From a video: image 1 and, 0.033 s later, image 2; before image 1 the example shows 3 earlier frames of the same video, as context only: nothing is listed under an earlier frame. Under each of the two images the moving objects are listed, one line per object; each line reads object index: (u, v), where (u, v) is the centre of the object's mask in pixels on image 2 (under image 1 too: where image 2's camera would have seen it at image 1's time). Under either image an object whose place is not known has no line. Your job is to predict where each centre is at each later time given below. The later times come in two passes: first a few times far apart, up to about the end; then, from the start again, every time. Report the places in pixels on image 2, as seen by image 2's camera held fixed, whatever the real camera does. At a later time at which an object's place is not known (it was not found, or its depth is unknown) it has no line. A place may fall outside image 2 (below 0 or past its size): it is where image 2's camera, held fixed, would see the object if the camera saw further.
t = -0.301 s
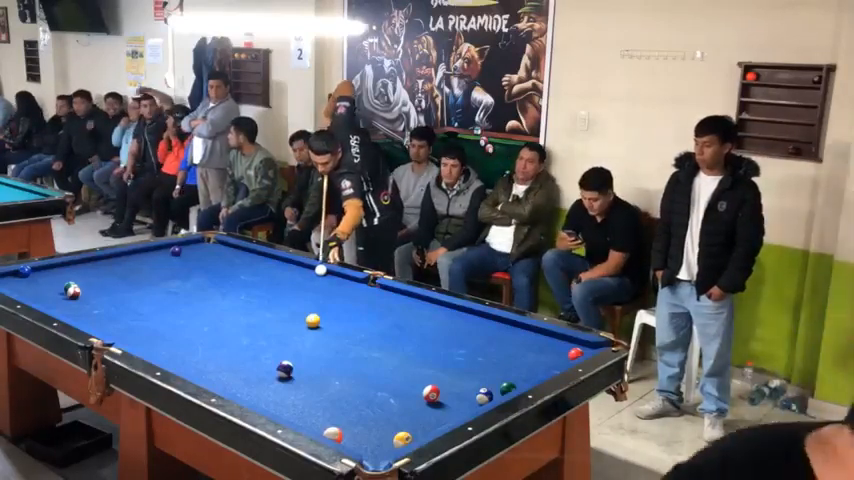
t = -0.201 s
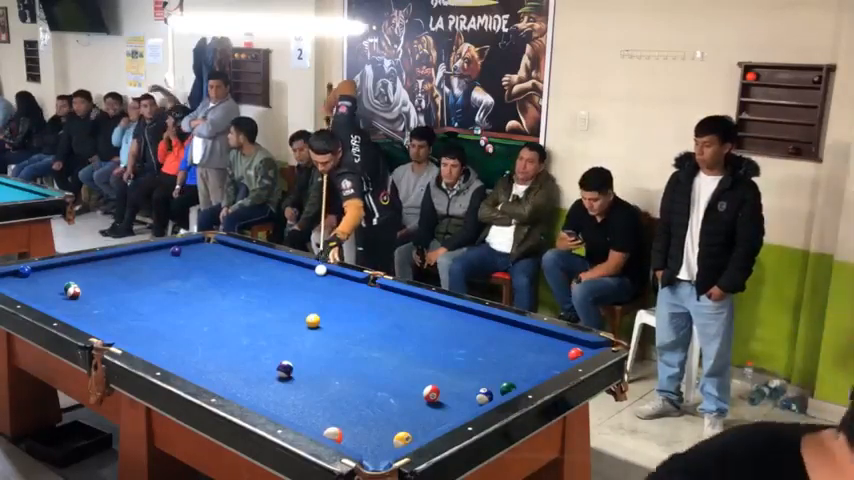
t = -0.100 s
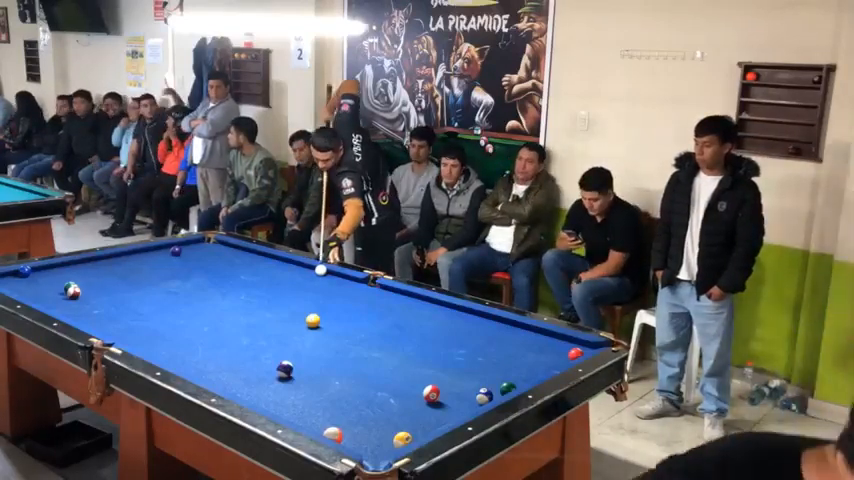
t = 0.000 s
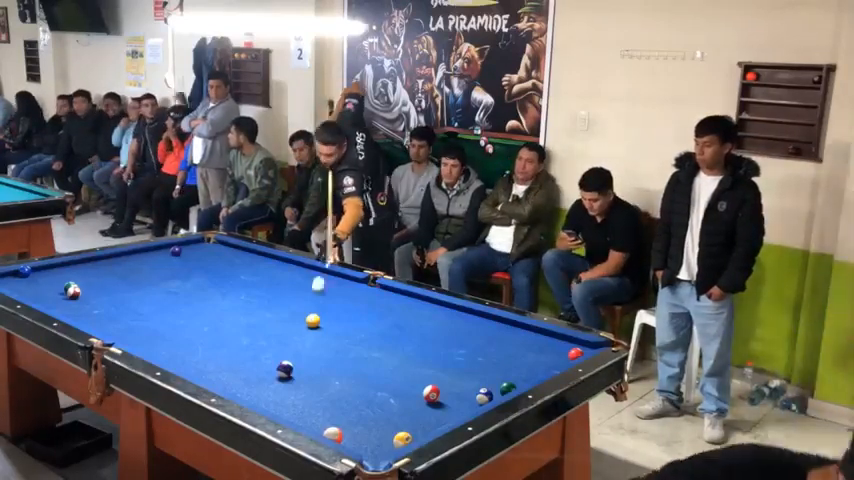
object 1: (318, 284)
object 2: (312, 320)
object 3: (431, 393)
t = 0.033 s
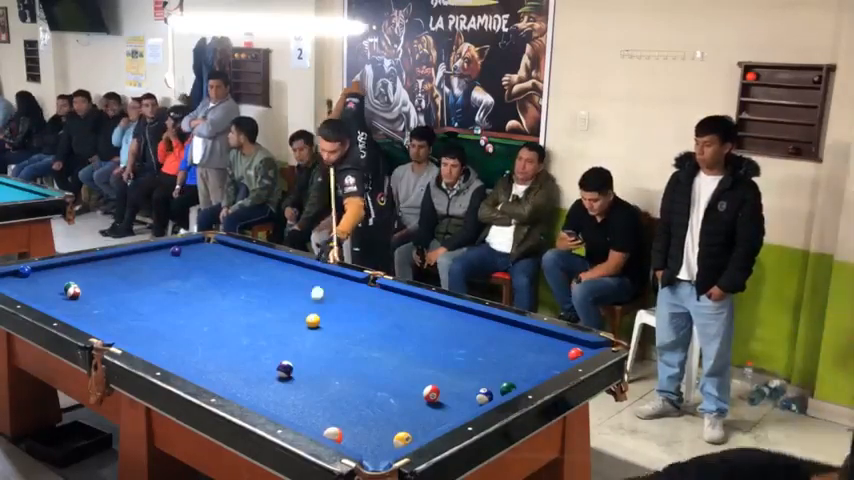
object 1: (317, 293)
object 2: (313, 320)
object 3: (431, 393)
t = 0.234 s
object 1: (307, 315)
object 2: (311, 352)
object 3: (431, 393)
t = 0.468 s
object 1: (291, 309)
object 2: (315, 424)
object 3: (431, 393)
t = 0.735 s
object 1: (273, 303)
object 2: (426, 422)
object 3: (431, 393)
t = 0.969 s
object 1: (258, 299)
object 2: (428, 399)
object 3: (435, 381)
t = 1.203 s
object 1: (245, 295)
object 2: (426, 390)
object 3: (441, 362)
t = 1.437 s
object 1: (232, 290)
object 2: (424, 381)
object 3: (445, 346)
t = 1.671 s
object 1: (221, 286)
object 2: (422, 374)
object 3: (450, 331)
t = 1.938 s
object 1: (209, 282)
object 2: (420, 366)
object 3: (454, 317)
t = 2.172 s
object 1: (199, 279)
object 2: (418, 360)
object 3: (454, 308)
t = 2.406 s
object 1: (190, 276)
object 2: (416, 355)
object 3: (435, 309)
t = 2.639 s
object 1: (182, 274)
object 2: (414, 350)
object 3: (417, 309)
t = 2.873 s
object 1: (174, 271)
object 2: (412, 346)
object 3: (399, 311)
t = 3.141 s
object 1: (166, 269)
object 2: (411, 342)
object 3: (380, 313)
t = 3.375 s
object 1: (160, 267)
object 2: (409, 339)
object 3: (364, 314)
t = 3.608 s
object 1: (154, 265)
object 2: (408, 336)
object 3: (349, 315)
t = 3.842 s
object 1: (149, 264)
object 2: (407, 334)
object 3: (334, 316)
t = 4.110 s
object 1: (143, 262)
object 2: (407, 331)
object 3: (318, 317)
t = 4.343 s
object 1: (139, 262)
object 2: (406, 330)
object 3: (305, 318)
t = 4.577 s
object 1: (135, 261)
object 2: (405, 328)
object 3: (294, 319)
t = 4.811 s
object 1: (132, 260)
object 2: (405, 327)
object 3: (282, 320)
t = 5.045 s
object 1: (130, 260)
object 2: (404, 327)
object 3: (272, 321)
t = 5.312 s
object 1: (128, 259)
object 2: (404, 327)
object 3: (261, 321)
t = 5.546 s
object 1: (126, 259)
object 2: (404, 327)
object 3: (253, 322)
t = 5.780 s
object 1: (126, 259)
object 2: (404, 327)
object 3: (245, 323)
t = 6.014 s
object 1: (126, 259)
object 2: (404, 327)
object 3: (239, 322)
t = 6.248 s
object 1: (127, 259)
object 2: (404, 327)
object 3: (233, 323)
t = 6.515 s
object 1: (127, 259)
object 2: (404, 327)
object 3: (229, 323)
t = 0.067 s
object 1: (316, 301)
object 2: (312, 320)
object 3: (431, 393)
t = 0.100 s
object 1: (314, 308)
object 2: (313, 320)
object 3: (431, 393)
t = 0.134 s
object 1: (313, 314)
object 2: (312, 325)
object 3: (431, 393)
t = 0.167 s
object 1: (311, 315)
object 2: (312, 332)
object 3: (431, 393)
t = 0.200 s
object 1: (309, 315)
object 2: (311, 341)
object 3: (431, 393)
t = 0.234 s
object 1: (307, 315)
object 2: (311, 352)
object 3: (431, 393)
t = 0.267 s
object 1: (305, 314)
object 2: (311, 362)
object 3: (431, 393)
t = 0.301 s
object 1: (303, 313)
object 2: (310, 372)
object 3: (431, 393)
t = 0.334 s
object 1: (300, 312)
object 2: (310, 384)
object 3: (431, 393)
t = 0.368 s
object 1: (298, 312)
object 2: (309, 395)
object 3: (431, 393)
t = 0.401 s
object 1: (295, 311)
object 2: (309, 407)
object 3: (431, 393)
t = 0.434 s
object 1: (293, 310)
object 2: (308, 417)
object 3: (431, 393)
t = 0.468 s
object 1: (291, 309)
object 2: (315, 424)
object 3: (431, 393)
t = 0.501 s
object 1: (288, 308)
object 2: (332, 423)
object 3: (431, 393)
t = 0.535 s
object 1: (286, 308)
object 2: (352, 426)
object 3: (431, 393)
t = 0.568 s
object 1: (284, 307)
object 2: (368, 427)
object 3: (431, 393)
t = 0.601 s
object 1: (282, 307)
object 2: (384, 428)
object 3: (431, 393)
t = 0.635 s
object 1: (279, 306)
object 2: (400, 426)
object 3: (431, 393)
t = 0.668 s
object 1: (277, 305)
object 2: (417, 429)
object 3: (431, 393)
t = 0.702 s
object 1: (275, 304)
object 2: (426, 427)
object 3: (431, 393)
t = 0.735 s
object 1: (273, 303)
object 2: (426, 422)
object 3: (431, 393)
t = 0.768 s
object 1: (271, 303)
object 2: (427, 416)
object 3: (431, 393)
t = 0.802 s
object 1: (268, 302)
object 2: (428, 411)
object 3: (431, 392)
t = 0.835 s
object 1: (267, 301)
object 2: (429, 406)
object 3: (431, 391)
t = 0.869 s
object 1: (264, 301)
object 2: (429, 401)
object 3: (432, 389)
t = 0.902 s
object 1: (262, 300)
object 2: (429, 400)
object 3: (433, 386)
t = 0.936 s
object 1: (260, 299)
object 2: (429, 400)
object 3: (434, 384)
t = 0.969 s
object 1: (258, 299)
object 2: (428, 399)
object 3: (435, 381)
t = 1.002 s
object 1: (256, 298)
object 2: (428, 397)
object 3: (435, 379)
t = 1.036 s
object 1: (255, 297)
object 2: (427, 396)
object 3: (437, 376)
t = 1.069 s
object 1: (252, 297)
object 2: (427, 395)
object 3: (438, 372)
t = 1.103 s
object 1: (251, 296)
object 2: (427, 394)
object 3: (438, 370)
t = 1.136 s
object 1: (249, 296)
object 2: (427, 392)
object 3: (439, 368)
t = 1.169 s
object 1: (247, 295)
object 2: (426, 391)
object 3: (440, 364)
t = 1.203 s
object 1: (245, 295)
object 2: (426, 390)
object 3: (441, 362)
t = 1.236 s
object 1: (243, 294)
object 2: (426, 389)
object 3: (441, 360)
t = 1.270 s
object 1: (241, 293)
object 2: (425, 387)
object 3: (442, 357)
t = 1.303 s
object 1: (240, 292)
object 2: (425, 386)
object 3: (443, 354)
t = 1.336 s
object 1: (238, 292)
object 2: (425, 385)
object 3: (444, 352)
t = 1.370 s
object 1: (236, 291)
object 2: (424, 384)
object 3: (444, 351)
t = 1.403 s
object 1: (234, 291)
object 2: (424, 383)
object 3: (445, 348)
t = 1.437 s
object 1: (232, 290)
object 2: (424, 381)
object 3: (445, 346)
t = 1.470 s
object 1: (231, 290)
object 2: (424, 380)
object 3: (446, 343)
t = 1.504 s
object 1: (229, 289)
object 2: (423, 379)
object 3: (447, 342)
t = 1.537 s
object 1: (227, 288)
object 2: (423, 378)
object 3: (448, 339)
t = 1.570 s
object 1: (226, 288)
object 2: (423, 377)
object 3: (448, 337)
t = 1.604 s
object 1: (224, 287)
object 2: (423, 376)
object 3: (449, 335)
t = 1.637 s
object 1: (223, 287)
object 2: (422, 375)
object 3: (449, 333)
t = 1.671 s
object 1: (221, 286)
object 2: (422, 374)
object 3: (450, 331)
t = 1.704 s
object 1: (219, 286)
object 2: (422, 373)
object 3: (450, 329)
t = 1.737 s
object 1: (218, 285)
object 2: (422, 372)
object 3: (452, 328)
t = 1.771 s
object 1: (216, 285)
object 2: (421, 371)
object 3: (452, 326)
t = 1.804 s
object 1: (215, 284)
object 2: (421, 370)
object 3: (452, 324)
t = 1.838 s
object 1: (213, 284)
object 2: (421, 369)
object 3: (452, 322)
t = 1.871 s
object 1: (212, 283)
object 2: (421, 368)
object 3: (453, 321)
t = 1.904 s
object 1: (210, 283)
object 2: (420, 367)
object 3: (453, 319)
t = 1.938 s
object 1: (209, 282)
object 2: (420, 366)
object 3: (454, 317)
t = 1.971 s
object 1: (207, 282)
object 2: (420, 366)
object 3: (454, 315)
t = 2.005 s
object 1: (206, 281)
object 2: (420, 364)
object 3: (456, 313)
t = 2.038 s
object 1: (205, 281)
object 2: (419, 364)
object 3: (456, 312)
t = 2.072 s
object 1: (203, 281)
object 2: (419, 363)
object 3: (456, 310)
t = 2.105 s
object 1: (202, 280)
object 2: (419, 362)
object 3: (457, 309)
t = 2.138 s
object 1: (201, 279)
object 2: (418, 361)
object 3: (457, 308)
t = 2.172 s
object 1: (199, 279)
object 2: (418, 360)
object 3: (454, 308)
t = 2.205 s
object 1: (198, 279)
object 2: (418, 360)
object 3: (451, 308)
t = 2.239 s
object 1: (197, 278)
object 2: (418, 359)
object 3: (449, 308)
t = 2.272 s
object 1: (195, 278)
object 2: (417, 358)
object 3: (445, 308)
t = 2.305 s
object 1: (194, 277)
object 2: (417, 357)
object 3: (442, 308)
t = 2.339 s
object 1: (193, 277)
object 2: (417, 357)
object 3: (440, 309)
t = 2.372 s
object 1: (192, 277)
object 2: (417, 356)
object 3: (438, 309)
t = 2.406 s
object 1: (190, 276)
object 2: (416, 355)
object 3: (435, 309)
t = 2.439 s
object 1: (189, 276)
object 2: (416, 354)
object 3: (432, 309)
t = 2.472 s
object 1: (188, 276)
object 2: (416, 354)
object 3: (429, 309)
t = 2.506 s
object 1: (187, 275)
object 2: (415, 353)
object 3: (427, 309)
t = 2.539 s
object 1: (185, 275)
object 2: (415, 353)
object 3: (425, 309)
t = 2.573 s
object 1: (184, 275)
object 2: (415, 352)
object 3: (422, 309)
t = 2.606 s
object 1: (183, 274)
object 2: (414, 351)
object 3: (419, 309)
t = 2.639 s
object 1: (182, 274)
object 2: (414, 350)
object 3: (417, 309)
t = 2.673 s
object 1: (181, 273)
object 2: (414, 350)
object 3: (414, 310)
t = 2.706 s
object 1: (179, 273)
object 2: (414, 349)
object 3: (411, 310)
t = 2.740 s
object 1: (178, 273)
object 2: (413, 349)
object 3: (409, 310)
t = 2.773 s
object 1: (177, 272)
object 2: (413, 348)
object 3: (407, 310)
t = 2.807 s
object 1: (176, 272)
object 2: (413, 347)
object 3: (404, 311)
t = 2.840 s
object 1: (175, 272)
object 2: (413, 347)
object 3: (401, 311)
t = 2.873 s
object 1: (174, 271)
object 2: (412, 346)
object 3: (399, 311)
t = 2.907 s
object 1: (173, 271)
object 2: (412, 346)
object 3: (397, 312)
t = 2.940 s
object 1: (172, 271)
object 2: (412, 345)
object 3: (394, 312)
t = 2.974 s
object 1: (171, 270)
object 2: (412, 345)
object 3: (392, 312)
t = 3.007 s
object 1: (170, 270)
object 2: (412, 344)
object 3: (390, 312)
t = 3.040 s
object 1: (169, 270)
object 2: (411, 344)
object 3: (387, 312)
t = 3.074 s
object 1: (168, 269)
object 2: (411, 343)
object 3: (385, 312)
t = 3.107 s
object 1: (167, 269)
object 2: (411, 343)
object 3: (382, 312)
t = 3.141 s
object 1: (166, 269)
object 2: (411, 342)
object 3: (380, 313)
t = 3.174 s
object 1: (165, 268)
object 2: (410, 342)
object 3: (378, 313)
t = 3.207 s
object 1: (164, 268)
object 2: (410, 341)
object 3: (376, 313)
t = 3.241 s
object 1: (163, 268)
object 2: (410, 341)
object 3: (374, 313)
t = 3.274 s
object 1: (162, 267)
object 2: (410, 340)
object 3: (371, 313)
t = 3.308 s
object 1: (162, 268)
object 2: (410, 340)
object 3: (369, 313)
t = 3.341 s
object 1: (161, 267)
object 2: (409, 339)
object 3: (366, 313)
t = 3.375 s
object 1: (160, 267)
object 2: (409, 339)
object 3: (364, 314)
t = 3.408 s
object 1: (159, 267)
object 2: (409, 339)
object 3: (361, 314)
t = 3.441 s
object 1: (158, 267)
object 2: (409, 338)
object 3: (360, 314)
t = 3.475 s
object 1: (157, 266)
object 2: (409, 338)
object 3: (357, 314)
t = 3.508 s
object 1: (156, 266)
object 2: (408, 337)
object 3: (356, 314)
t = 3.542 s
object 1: (155, 266)
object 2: (408, 337)
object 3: (353, 315)
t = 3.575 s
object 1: (155, 265)
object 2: (408, 336)
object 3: (351, 315)
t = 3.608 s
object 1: (154, 265)
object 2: (408, 336)
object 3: (349, 315)
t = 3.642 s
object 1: (153, 265)
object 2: (408, 336)
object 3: (346, 315)
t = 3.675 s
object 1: (152, 265)
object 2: (408, 335)
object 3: (344, 315)
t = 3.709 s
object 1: (152, 265)
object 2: (408, 335)
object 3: (342, 316)
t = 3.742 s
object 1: (151, 264)
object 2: (408, 334)
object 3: (340, 316)
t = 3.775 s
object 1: (150, 264)
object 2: (407, 334)
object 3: (338, 316)
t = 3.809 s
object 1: (149, 264)
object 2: (407, 334)
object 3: (336, 316)
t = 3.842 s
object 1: (149, 264)
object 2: (407, 334)
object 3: (334, 316)
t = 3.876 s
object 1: (148, 264)
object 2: (407, 333)
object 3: (332, 316)
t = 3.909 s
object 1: (147, 264)
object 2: (407, 333)
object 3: (330, 316)
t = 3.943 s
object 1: (146, 263)
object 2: (407, 333)
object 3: (328, 316)
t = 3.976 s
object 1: (146, 263)
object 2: (407, 332)
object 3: (326, 317)
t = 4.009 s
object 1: (145, 263)
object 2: (407, 332)
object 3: (324, 317)
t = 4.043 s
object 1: (144, 263)
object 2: (407, 332)
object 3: (322, 317)
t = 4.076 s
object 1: (144, 263)
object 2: (407, 332)
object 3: (320, 317)
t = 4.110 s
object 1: (143, 262)
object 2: (407, 331)
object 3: (318, 317)
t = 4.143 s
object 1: (142, 262)
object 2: (407, 331)
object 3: (317, 317)
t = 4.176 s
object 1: (142, 262)
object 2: (406, 331)
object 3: (315, 317)
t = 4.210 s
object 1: (141, 262)
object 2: (406, 330)
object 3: (313, 318)
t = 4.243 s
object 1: (141, 262)
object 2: (406, 330)
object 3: (311, 318)
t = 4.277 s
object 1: (140, 262)
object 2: (406, 330)
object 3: (309, 318)
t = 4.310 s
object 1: (139, 262)
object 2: (406, 330)
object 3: (307, 318)
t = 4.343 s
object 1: (139, 262)
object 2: (406, 330)
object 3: (305, 318)
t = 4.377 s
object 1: (138, 262)
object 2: (406, 330)
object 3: (303, 318)
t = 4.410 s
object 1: (138, 261)
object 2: (406, 329)
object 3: (302, 319)
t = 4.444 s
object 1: (137, 261)
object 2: (406, 329)
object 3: (300, 319)
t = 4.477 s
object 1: (137, 261)
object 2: (406, 329)
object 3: (299, 319)
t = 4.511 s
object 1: (136, 261)
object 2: (405, 329)
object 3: (297, 319)
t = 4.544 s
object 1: (136, 261)
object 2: (405, 329)
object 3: (295, 319)
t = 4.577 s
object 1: (135, 261)
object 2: (405, 328)
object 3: (294, 319)
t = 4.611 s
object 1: (135, 261)
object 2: (405, 328)
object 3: (292, 319)
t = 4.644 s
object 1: (134, 260)
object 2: (405, 328)
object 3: (290, 319)
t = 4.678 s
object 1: (134, 261)
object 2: (405, 328)
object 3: (288, 319)
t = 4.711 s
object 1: (134, 261)
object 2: (405, 328)
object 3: (286, 320)
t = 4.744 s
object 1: (133, 260)
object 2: (405, 328)
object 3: (285, 320)
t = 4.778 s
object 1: (133, 260)
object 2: (405, 327)
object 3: (283, 320)
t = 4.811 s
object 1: (132, 260)
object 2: (405, 327)
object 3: (282, 320)
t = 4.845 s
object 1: (132, 260)
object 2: (405, 327)
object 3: (280, 320)
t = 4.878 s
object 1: (132, 260)
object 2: (405, 327)
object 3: (279, 320)
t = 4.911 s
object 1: (131, 260)
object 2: (404, 327)
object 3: (277, 320)
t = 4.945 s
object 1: (131, 260)
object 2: (404, 327)
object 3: (276, 320)
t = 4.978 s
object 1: (131, 260)
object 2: (404, 327)
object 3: (275, 320)
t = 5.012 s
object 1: (130, 260)
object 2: (404, 327)
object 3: (273, 320)
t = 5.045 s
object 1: (130, 260)
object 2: (404, 327)
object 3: (272, 321)
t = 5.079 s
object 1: (130, 259)
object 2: (404, 327)
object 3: (271, 321)
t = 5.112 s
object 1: (129, 259)
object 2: (404, 327)
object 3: (269, 321)
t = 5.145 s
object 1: (129, 259)
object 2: (404, 327)
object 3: (267, 321)
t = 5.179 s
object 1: (129, 259)
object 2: (404, 327)
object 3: (266, 321)
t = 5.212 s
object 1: (129, 259)
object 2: (404, 327)
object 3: (264, 321)
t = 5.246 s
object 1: (128, 259)
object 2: (404, 327)
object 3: (264, 321)
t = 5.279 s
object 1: (128, 259)
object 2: (404, 327)
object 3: (262, 321)
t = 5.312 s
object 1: (128, 259)
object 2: (404, 327)
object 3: (261, 321)
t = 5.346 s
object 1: (128, 259)
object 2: (404, 327)
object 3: (259, 322)
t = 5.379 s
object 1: (127, 259)
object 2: (404, 327)
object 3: (258, 322)
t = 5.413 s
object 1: (127, 259)
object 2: (404, 327)
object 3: (256, 322)
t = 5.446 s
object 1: (127, 259)
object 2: (404, 327)
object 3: (255, 322)
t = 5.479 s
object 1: (127, 259)
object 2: (404, 327)
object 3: (255, 322)
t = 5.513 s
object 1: (126, 259)
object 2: (404, 327)
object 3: (253, 322)
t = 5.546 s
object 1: (126, 259)
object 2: (404, 327)
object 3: (253, 322)
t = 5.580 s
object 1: (126, 259)
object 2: (404, 327)
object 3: (251, 322)
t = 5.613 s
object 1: (126, 259)
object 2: (404, 327)
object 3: (250, 322)
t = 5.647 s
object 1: (126, 259)
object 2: (404, 327)
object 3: (249, 322)
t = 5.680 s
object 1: (126, 259)
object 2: (404, 327)
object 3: (248, 322)
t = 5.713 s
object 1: (126, 259)
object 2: (404, 327)
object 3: (247, 322)
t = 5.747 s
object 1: (126, 259)
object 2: (404, 327)
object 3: (246, 322)
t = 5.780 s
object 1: (126, 259)
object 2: (404, 327)
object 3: (245, 323)
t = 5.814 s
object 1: (126, 259)
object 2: (404, 327)
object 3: (244, 322)
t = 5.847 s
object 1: (126, 259)
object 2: (404, 327)
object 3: (243, 322)
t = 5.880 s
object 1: (126, 259)
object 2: (404, 327)
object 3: (242, 322)
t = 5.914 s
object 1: (126, 259)
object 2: (404, 327)
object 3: (241, 323)
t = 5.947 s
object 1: (126, 259)
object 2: (404, 327)
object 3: (240, 322)
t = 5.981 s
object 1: (126, 259)
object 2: (404, 327)
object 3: (239, 323)
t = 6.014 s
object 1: (126, 259)
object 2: (404, 327)
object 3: (239, 322)
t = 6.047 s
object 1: (126, 259)
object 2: (404, 327)
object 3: (237, 322)
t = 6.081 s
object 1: (126, 259)
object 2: (404, 327)
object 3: (237, 322)
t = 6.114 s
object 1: (126, 259)
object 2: (404, 327)
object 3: (236, 323)
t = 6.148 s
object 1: (126, 259)
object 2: (404, 327)
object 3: (235, 323)
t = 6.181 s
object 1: (126, 259)
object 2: (404, 327)
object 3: (234, 323)
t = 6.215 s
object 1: (127, 259)
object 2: (404, 327)
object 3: (234, 323)
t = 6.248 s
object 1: (127, 259)
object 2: (404, 327)
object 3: (233, 323)
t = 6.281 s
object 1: (127, 259)
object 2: (404, 327)
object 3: (232, 323)
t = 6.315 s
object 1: (127, 259)
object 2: (404, 327)
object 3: (232, 323)
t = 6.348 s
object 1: (127, 259)
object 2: (404, 327)
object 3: (231, 323)
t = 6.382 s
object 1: (127, 259)
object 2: (404, 327)
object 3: (230, 323)
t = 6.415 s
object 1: (127, 259)
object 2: (404, 327)
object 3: (230, 323)
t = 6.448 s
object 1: (127, 259)
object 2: (404, 327)
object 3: (230, 323)
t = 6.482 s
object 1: (127, 259)
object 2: (404, 327)
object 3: (229, 323)
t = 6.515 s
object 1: (127, 259)
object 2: (404, 327)
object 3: (229, 323)
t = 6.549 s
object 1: (127, 259)
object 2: (404, 327)
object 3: (228, 323)
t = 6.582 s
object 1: (127, 259)
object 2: (404, 327)
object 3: (228, 324)
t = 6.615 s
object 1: (127, 259)
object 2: (404, 327)
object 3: (228, 324)
